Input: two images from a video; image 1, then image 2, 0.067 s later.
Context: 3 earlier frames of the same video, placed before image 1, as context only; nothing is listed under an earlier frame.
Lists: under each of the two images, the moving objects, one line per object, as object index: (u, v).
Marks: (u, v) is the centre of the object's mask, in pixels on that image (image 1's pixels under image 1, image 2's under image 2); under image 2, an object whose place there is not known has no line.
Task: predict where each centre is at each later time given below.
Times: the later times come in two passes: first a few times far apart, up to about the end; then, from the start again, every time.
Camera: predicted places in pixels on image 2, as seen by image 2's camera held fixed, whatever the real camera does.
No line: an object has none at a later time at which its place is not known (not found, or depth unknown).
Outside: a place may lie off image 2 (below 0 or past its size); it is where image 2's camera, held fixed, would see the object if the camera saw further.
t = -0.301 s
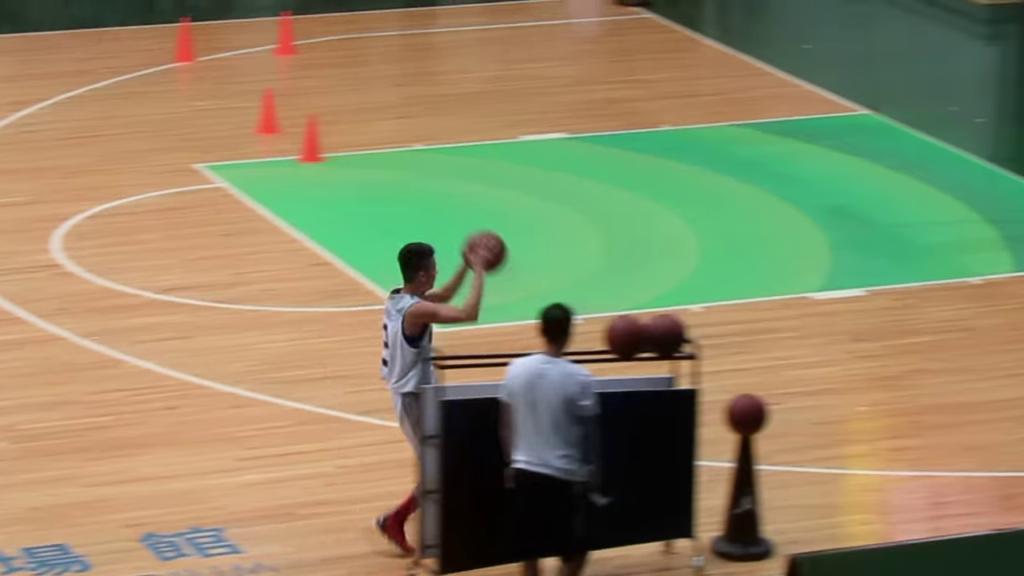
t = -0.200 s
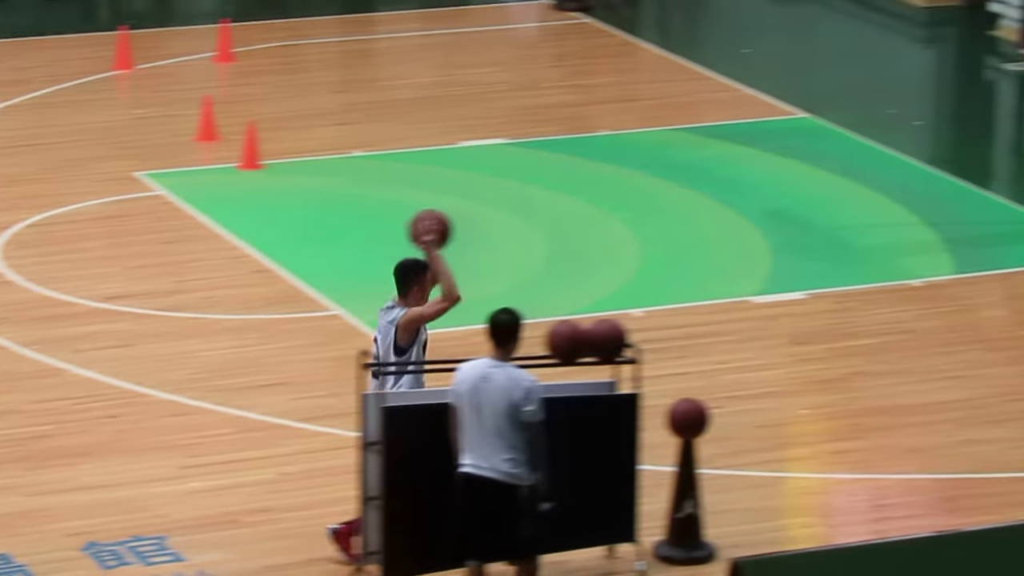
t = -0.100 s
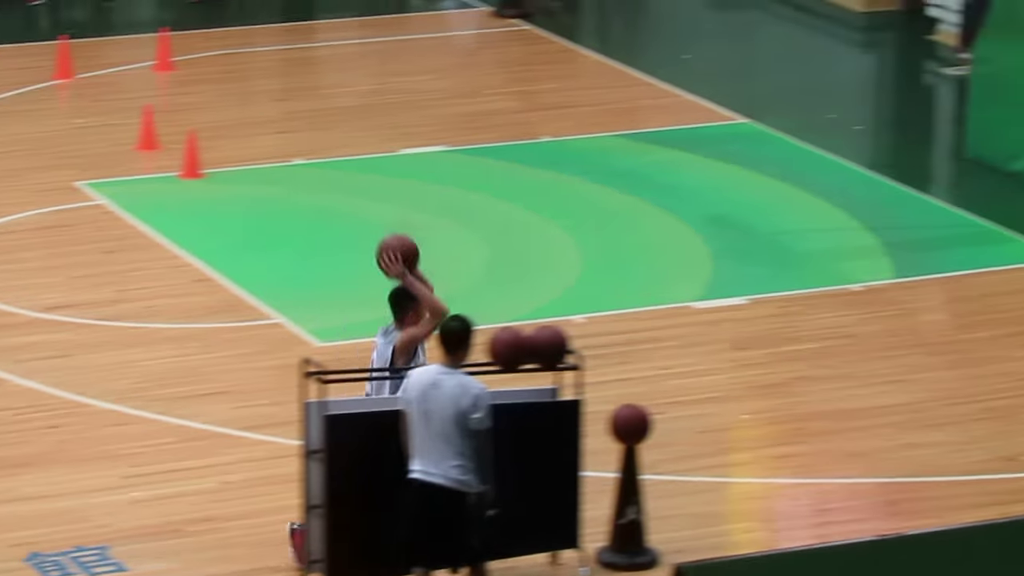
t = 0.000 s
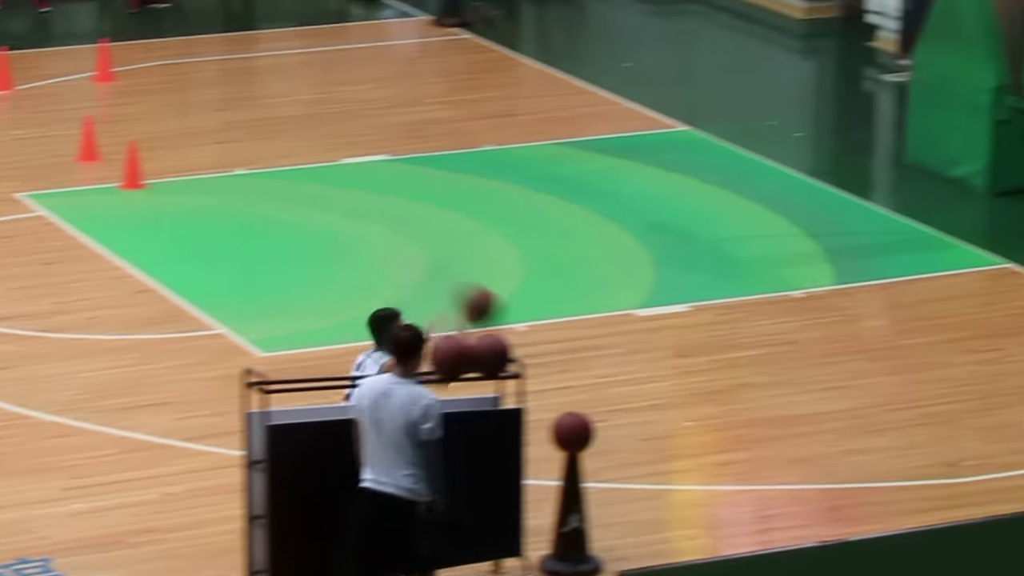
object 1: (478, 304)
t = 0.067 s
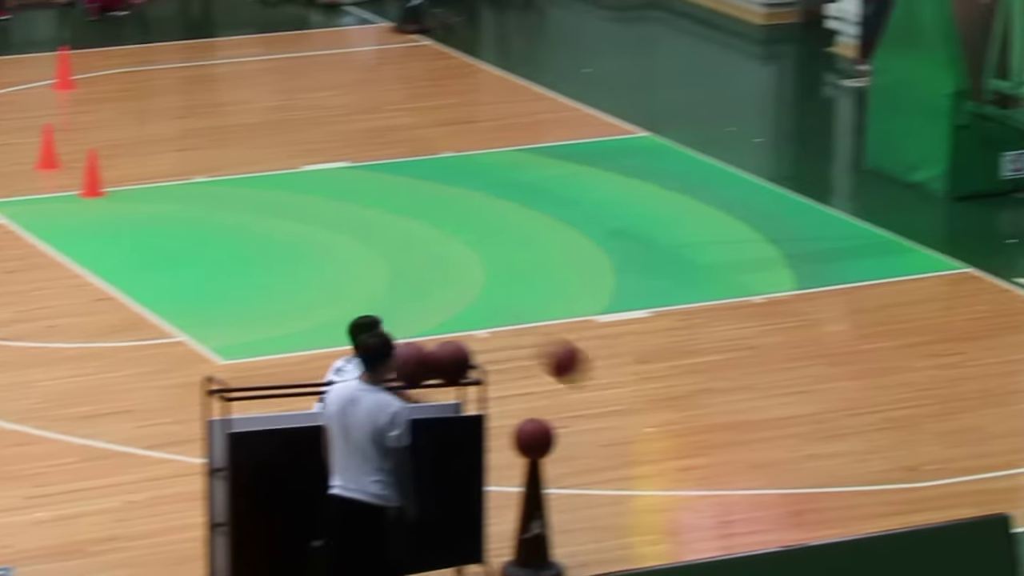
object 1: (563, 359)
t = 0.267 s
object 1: (869, 436)
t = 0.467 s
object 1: (1065, 285)
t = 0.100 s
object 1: (624, 386)
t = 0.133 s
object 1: (681, 414)
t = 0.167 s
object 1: (739, 442)
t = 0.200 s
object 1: (795, 472)
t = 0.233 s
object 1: (837, 467)
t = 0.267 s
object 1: (869, 436)
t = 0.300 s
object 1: (901, 405)
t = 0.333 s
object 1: (934, 377)
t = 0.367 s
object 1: (966, 352)
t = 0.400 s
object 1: (998, 328)
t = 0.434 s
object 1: (1031, 306)
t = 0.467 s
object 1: (1065, 285)
